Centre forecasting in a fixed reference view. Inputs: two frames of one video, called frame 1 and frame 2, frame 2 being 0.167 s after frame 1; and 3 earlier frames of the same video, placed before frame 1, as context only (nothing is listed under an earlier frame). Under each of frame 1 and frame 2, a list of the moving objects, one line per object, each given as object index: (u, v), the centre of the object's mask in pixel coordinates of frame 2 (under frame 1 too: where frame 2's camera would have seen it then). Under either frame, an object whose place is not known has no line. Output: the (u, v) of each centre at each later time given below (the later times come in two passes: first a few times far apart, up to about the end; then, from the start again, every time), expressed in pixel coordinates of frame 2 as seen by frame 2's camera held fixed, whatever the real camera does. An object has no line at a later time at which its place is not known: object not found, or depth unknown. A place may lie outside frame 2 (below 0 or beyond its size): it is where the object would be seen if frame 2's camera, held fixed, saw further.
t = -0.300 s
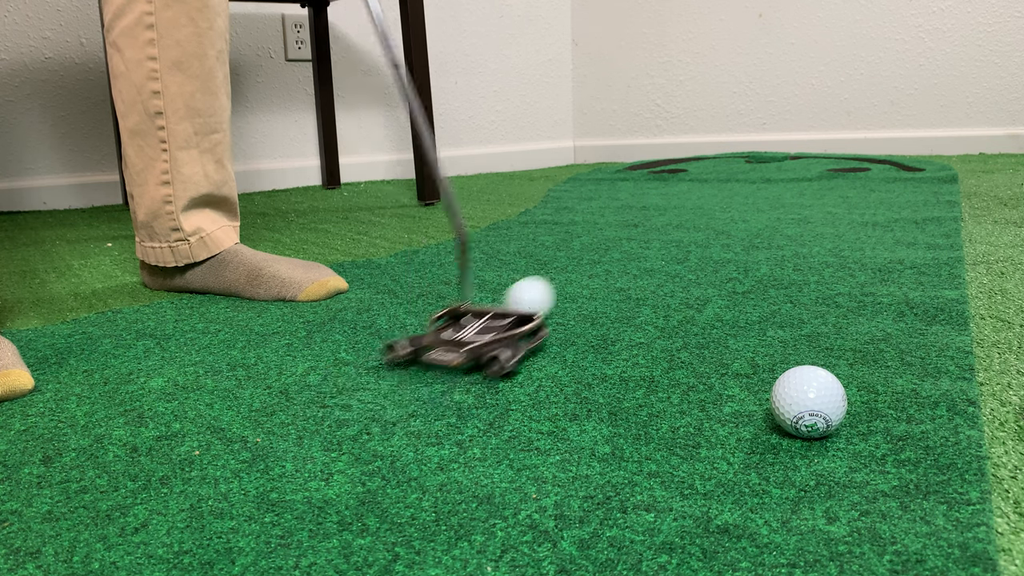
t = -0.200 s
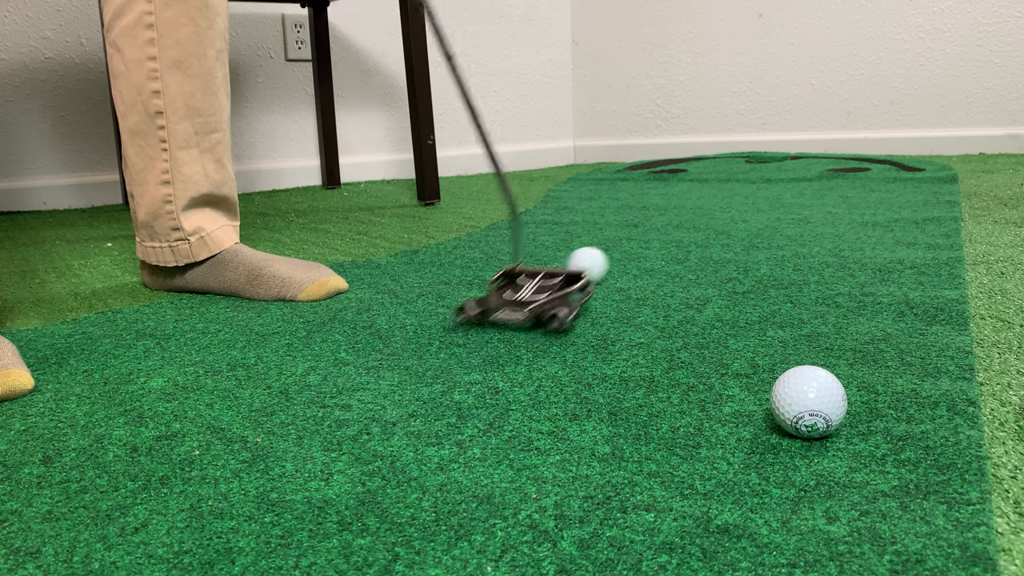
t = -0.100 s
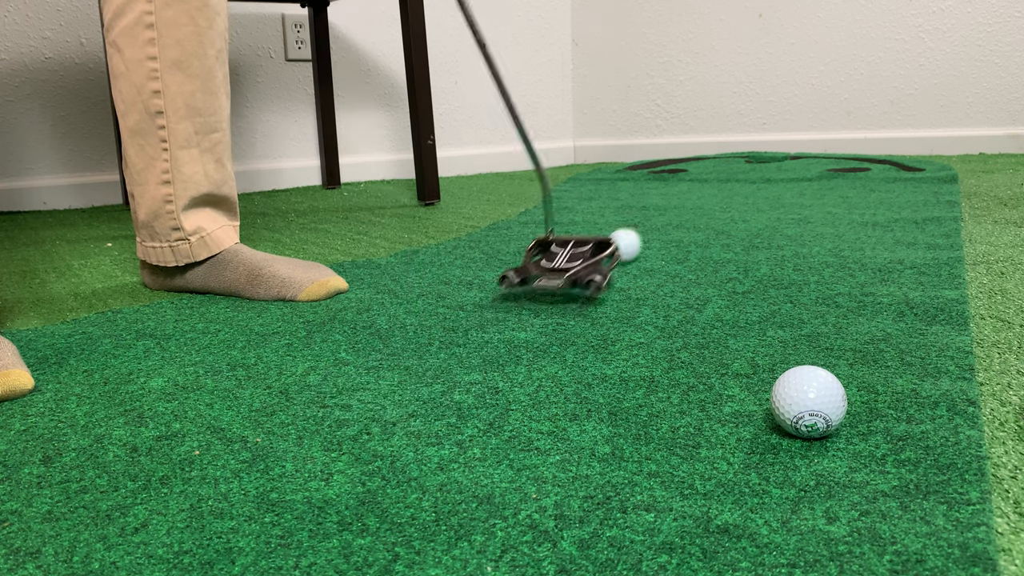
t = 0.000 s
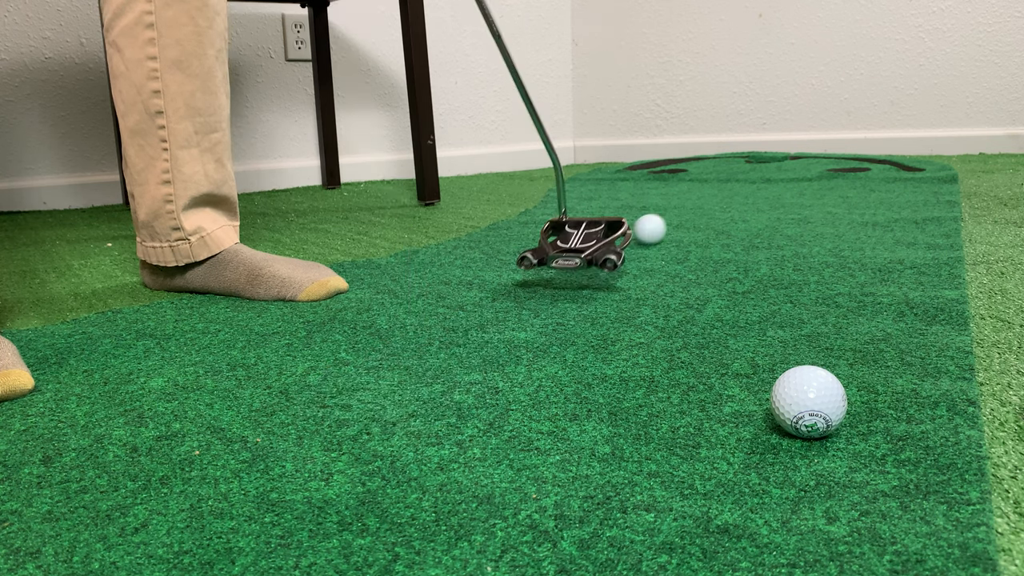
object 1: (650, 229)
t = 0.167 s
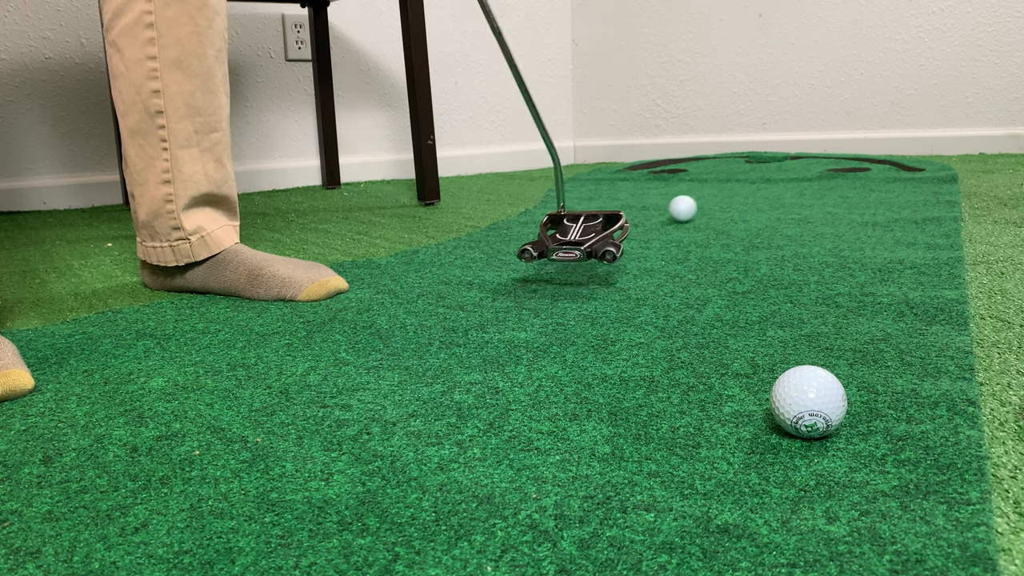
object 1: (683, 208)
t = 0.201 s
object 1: (688, 206)
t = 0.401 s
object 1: (715, 191)
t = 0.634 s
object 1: (740, 179)
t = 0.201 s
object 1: (688, 206)
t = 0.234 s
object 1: (693, 203)
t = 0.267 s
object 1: (698, 201)
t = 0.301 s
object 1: (702, 197)
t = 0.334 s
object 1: (707, 195)
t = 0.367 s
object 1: (711, 193)
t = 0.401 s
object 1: (715, 191)
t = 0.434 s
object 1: (719, 189)
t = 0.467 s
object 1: (722, 187)
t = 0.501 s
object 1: (726, 186)
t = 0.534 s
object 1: (730, 183)
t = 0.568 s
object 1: (733, 182)
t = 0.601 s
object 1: (737, 180)
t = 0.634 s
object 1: (740, 179)
